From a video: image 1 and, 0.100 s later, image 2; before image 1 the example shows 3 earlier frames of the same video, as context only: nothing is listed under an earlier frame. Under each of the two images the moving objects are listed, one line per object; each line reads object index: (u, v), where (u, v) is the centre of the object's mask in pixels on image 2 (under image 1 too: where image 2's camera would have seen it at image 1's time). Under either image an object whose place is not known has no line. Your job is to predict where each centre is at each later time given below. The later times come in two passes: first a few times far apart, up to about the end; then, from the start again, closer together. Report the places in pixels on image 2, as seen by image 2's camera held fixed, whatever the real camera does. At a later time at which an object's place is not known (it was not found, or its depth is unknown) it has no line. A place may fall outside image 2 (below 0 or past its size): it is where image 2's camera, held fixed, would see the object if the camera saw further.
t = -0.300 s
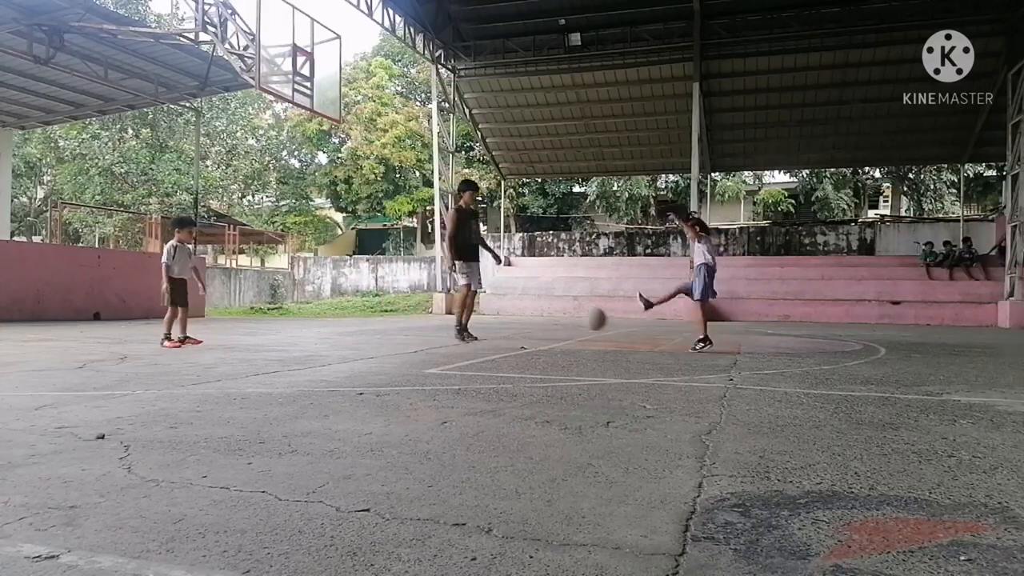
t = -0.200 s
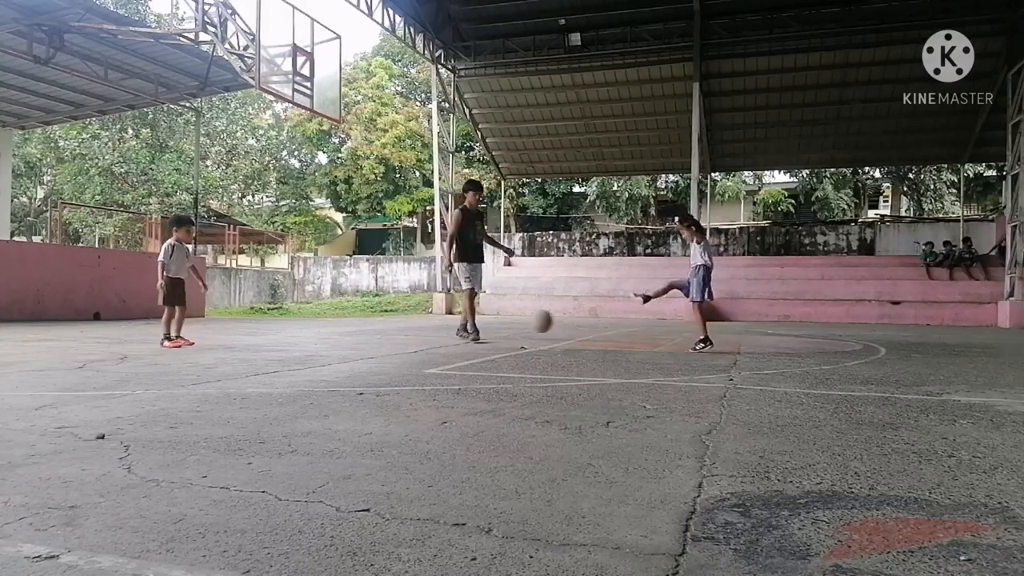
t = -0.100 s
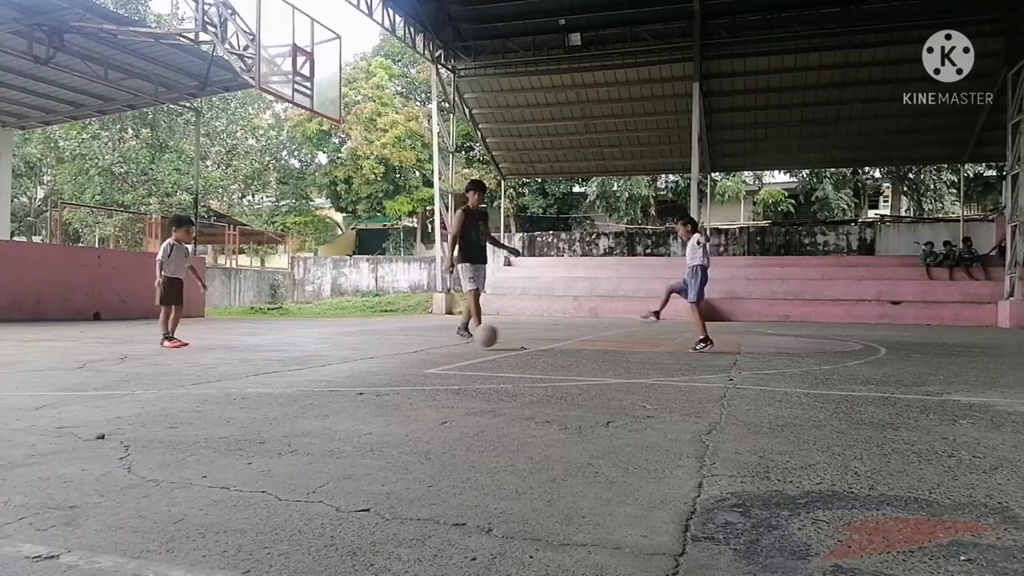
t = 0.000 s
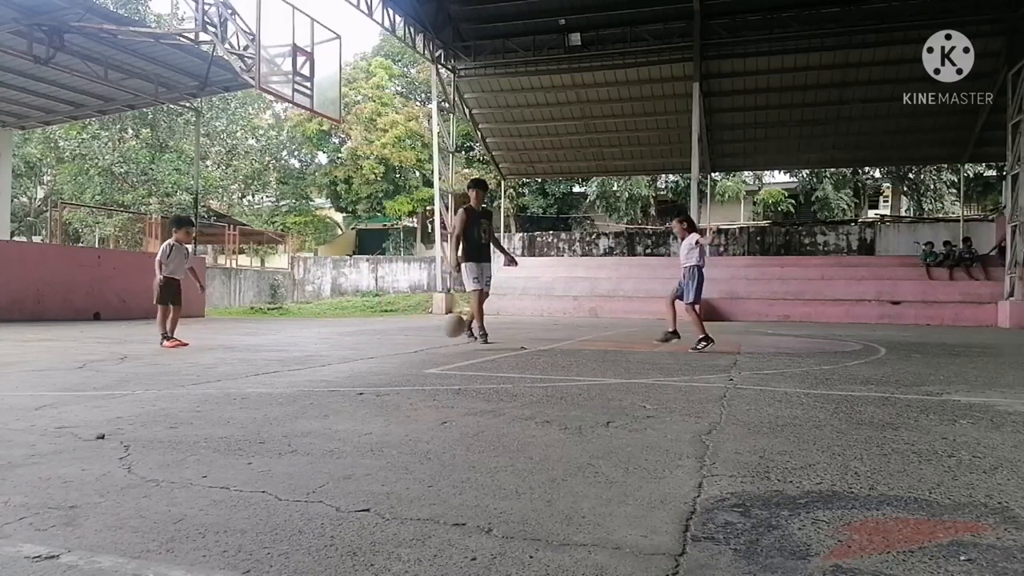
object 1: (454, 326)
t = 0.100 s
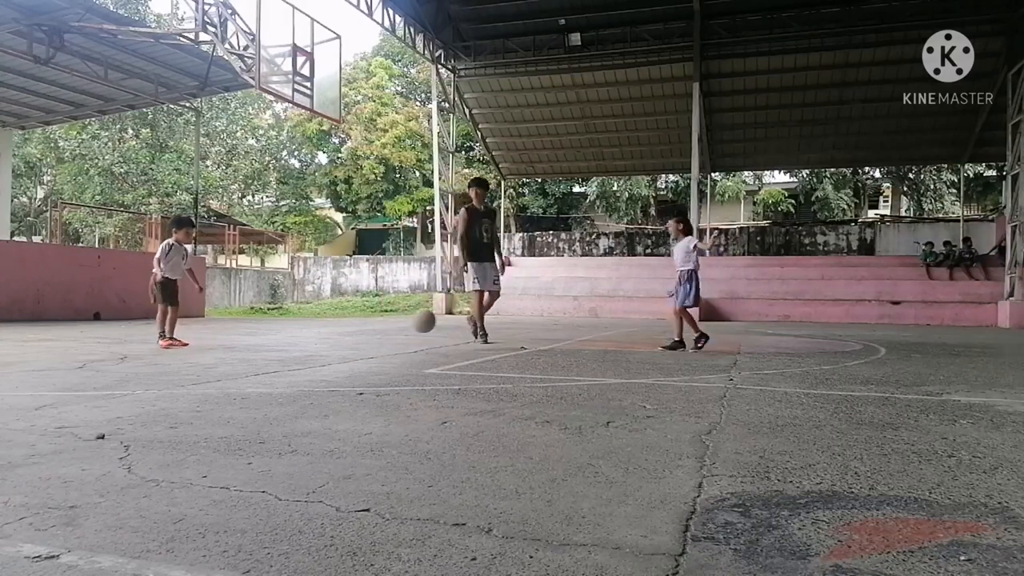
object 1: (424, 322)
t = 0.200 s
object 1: (395, 328)
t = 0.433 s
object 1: (320, 327)
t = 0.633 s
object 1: (253, 334)
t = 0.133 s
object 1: (414, 323)
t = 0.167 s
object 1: (405, 325)
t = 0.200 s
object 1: (395, 328)
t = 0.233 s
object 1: (384, 333)
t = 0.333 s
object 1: (352, 331)
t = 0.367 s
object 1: (342, 329)
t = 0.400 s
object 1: (332, 327)
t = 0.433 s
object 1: (320, 327)
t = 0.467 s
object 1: (309, 328)
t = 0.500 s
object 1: (298, 331)
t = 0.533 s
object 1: (287, 335)
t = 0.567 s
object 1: (276, 341)
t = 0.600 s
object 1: (265, 337)
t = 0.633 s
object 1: (253, 334)
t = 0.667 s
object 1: (242, 332)
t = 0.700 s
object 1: (230, 332)
